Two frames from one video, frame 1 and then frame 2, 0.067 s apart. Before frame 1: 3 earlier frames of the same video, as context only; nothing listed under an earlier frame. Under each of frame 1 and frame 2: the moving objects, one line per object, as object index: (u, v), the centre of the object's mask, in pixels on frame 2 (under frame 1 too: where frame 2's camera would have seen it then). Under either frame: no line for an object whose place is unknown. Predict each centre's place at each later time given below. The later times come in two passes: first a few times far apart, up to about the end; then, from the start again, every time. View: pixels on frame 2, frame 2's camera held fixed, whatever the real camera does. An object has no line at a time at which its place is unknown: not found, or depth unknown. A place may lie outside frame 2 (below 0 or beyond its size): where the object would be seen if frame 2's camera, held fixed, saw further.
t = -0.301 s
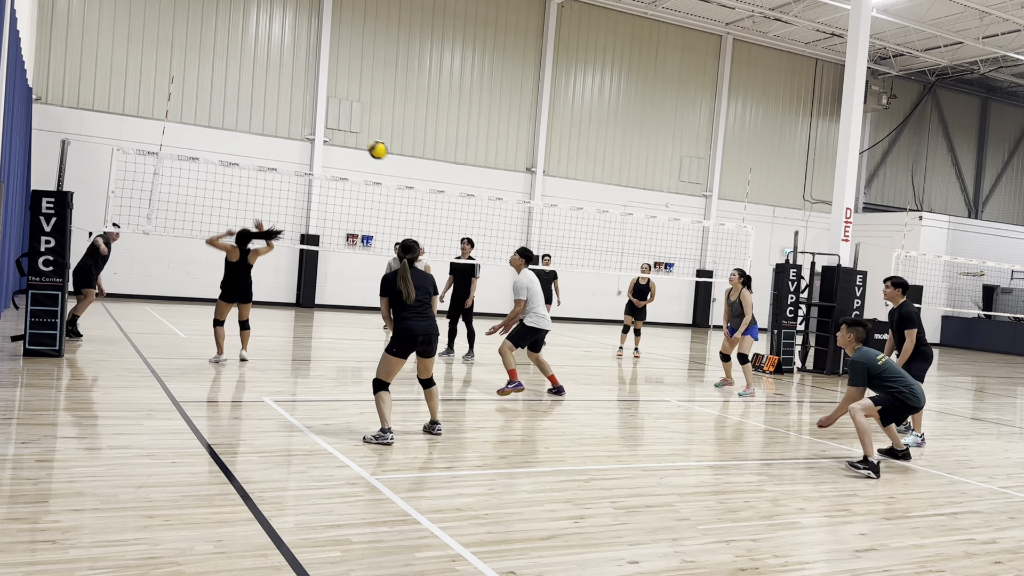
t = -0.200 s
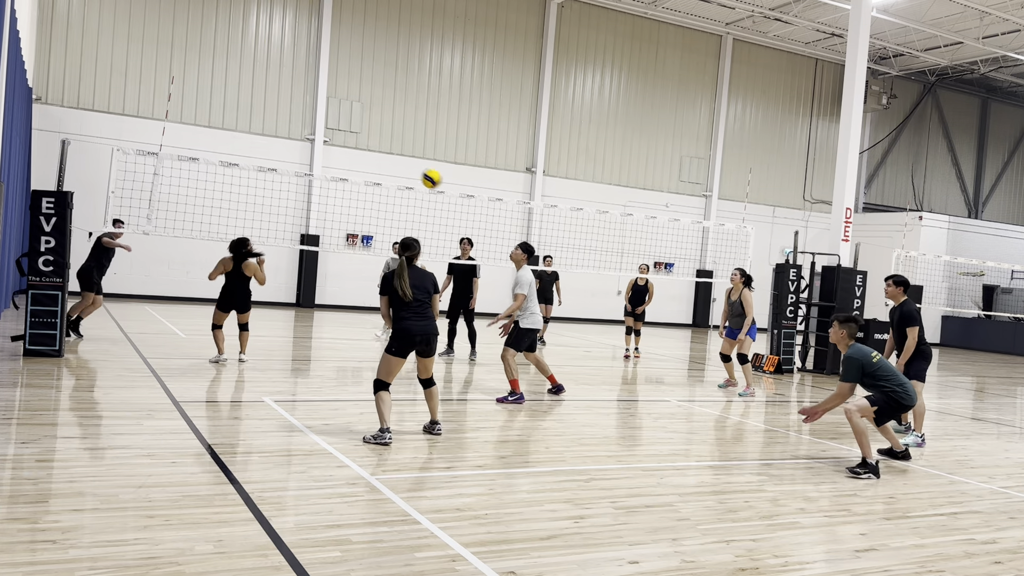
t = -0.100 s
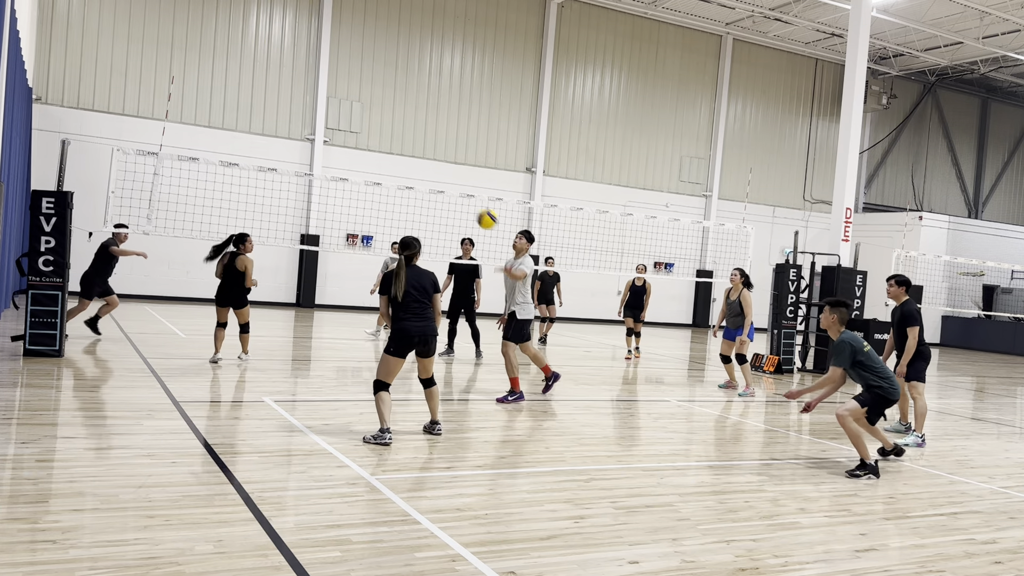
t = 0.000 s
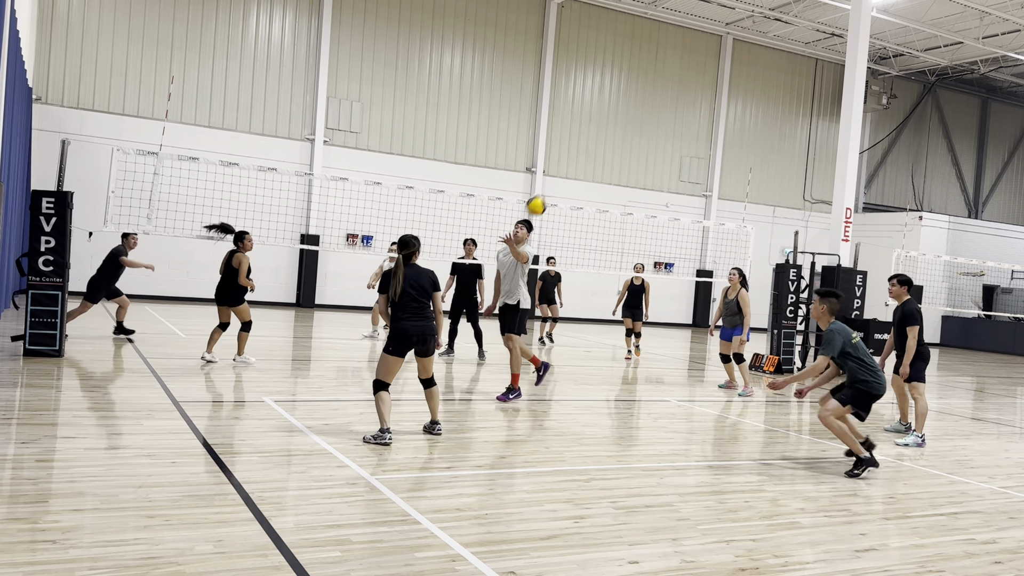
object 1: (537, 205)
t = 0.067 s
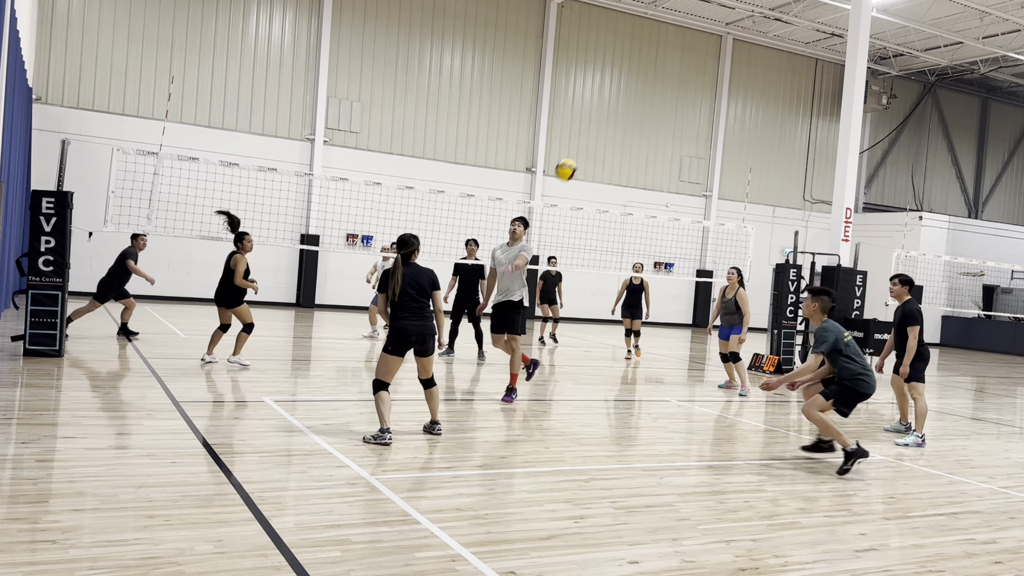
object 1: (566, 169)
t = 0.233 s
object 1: (637, 104)
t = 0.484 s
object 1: (737, 60)
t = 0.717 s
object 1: (821, 79)
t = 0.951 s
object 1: (895, 149)
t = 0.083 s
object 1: (573, 162)
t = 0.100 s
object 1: (581, 154)
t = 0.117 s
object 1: (587, 147)
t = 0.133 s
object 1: (595, 139)
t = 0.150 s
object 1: (602, 133)
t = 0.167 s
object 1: (609, 127)
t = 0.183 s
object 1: (616, 121)
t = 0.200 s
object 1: (624, 114)
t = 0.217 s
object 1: (630, 109)
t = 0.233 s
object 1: (637, 104)
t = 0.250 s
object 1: (644, 99)
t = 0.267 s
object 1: (651, 94)
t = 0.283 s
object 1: (658, 90)
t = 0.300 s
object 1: (665, 86)
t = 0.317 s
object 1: (672, 82)
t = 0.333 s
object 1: (678, 78)
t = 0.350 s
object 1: (685, 75)
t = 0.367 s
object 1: (692, 72)
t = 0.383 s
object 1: (699, 70)
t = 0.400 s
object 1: (705, 68)
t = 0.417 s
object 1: (712, 66)
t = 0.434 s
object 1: (718, 64)
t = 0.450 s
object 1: (724, 63)
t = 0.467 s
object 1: (730, 61)
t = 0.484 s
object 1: (737, 60)
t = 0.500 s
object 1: (744, 60)
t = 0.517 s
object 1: (750, 59)
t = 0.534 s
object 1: (755, 60)
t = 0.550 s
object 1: (762, 60)
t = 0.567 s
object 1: (768, 61)
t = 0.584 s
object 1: (774, 61)
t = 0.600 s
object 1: (780, 62)
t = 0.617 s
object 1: (787, 64)
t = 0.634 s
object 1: (792, 66)
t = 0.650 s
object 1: (798, 68)
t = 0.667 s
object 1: (804, 70)
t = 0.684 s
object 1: (810, 73)
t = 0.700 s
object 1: (815, 75)
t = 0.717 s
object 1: (821, 79)
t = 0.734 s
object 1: (827, 82)
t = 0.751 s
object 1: (832, 86)
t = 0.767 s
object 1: (837, 89)
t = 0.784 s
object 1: (842, 93)
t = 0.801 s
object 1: (848, 98)
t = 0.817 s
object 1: (853, 102)
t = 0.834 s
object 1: (859, 107)
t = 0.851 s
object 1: (865, 112)
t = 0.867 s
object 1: (870, 118)
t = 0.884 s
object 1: (874, 123)
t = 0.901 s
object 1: (880, 130)
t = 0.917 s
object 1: (885, 136)
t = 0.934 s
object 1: (890, 142)
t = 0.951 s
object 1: (895, 149)
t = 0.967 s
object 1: (899, 155)
